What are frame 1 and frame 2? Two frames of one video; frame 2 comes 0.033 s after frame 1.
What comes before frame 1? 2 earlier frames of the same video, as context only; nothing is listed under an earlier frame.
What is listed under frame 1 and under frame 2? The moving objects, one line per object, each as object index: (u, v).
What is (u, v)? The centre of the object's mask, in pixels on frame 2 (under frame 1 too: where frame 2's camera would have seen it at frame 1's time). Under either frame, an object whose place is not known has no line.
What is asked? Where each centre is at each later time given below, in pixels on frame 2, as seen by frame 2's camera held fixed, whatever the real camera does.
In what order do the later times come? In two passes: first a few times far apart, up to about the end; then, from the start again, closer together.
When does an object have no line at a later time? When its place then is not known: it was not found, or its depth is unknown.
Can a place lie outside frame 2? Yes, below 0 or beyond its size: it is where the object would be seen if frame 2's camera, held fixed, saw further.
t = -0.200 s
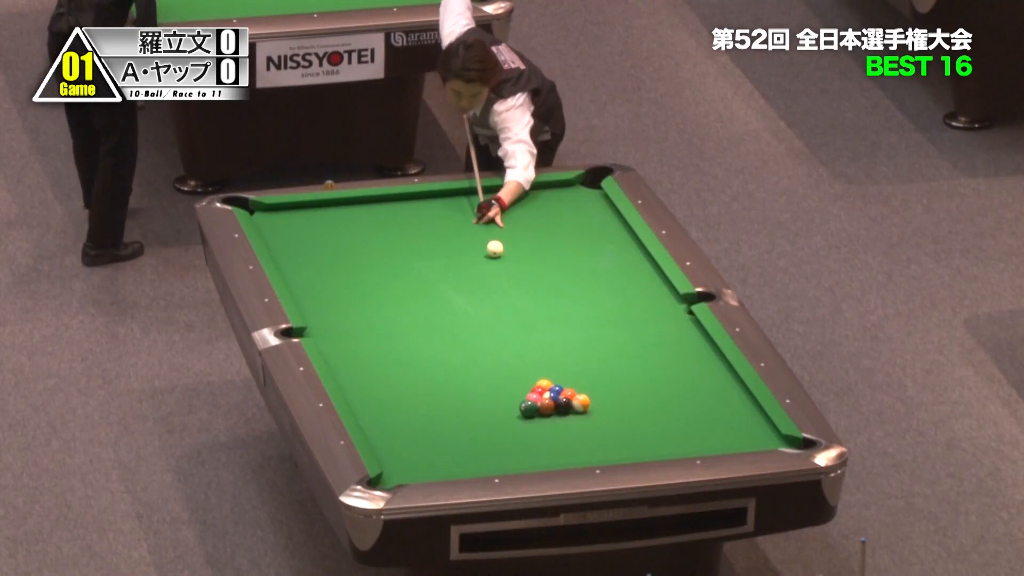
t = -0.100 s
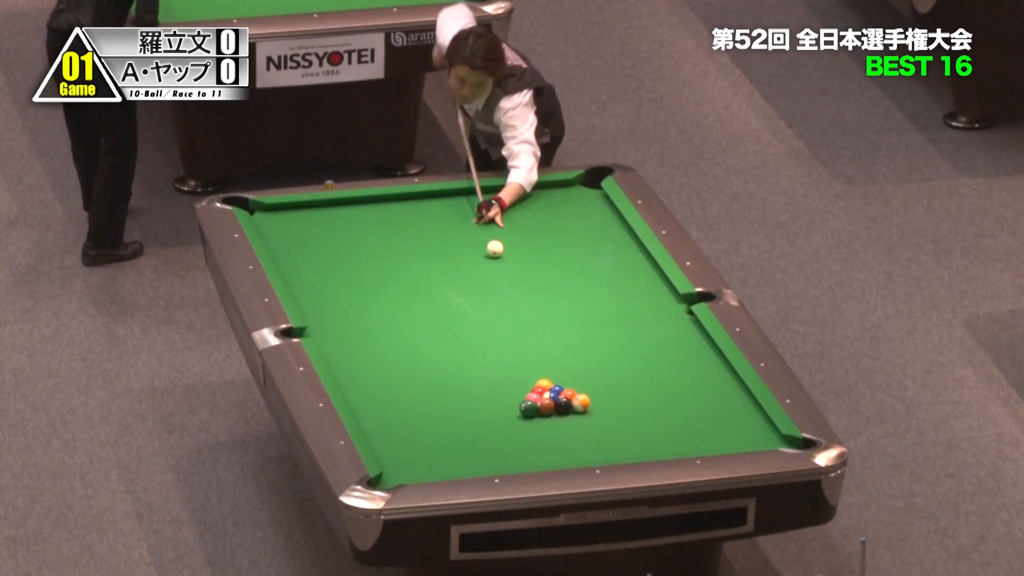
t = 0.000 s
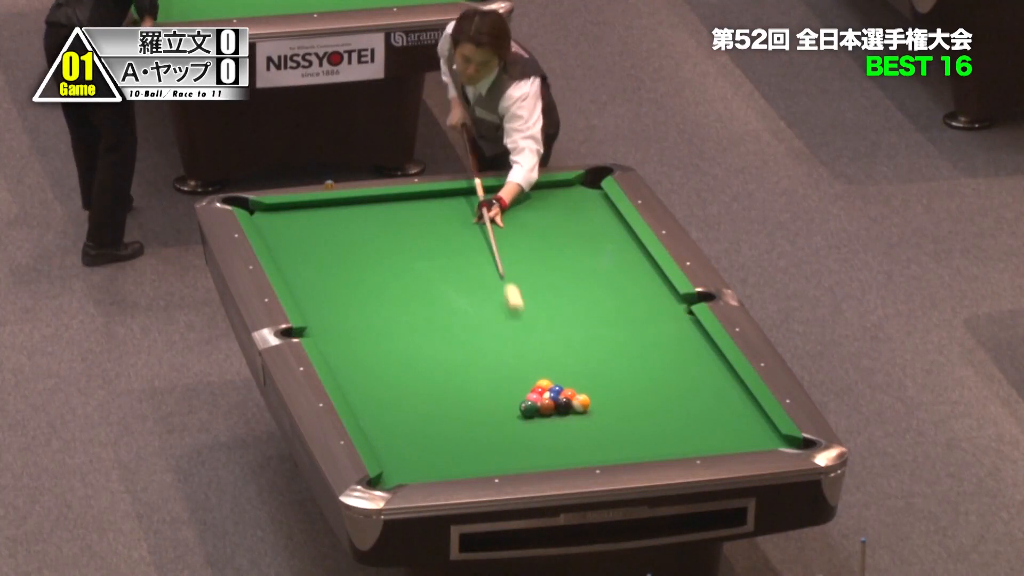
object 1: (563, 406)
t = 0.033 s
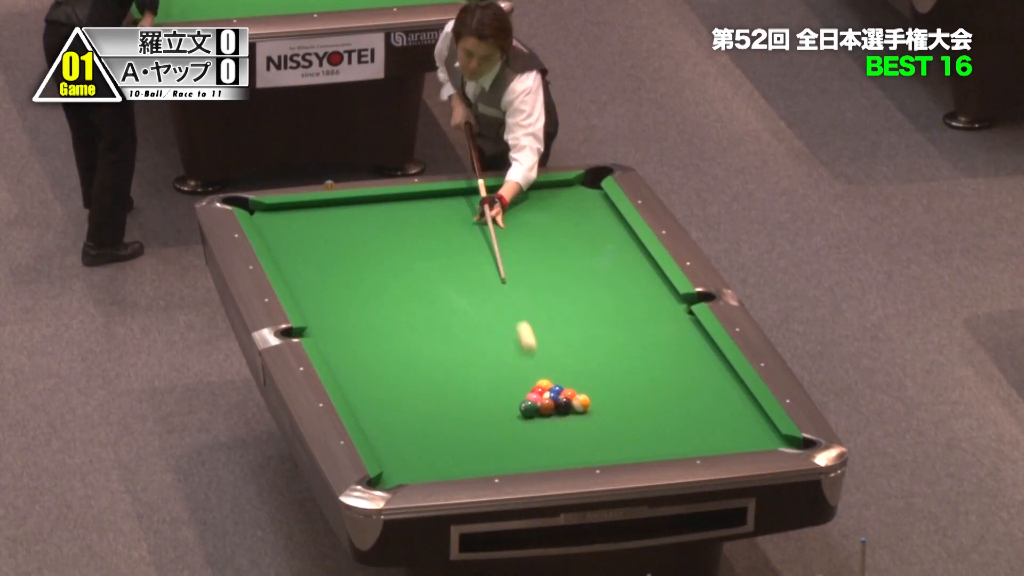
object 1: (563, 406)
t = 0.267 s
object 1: (623, 450)
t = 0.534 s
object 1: (627, 426)
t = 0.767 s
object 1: (624, 400)
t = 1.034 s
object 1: (621, 371)
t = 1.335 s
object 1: (618, 340)
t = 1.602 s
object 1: (615, 315)
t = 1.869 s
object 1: (613, 291)
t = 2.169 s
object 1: (611, 265)
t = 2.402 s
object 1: (609, 246)
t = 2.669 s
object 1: (607, 225)
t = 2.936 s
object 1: (605, 205)
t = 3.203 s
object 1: (588, 190)
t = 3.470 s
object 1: (590, 182)
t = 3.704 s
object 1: (593, 183)
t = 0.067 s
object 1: (563, 406)
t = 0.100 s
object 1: (572, 413)
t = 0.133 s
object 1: (583, 421)
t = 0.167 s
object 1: (594, 429)
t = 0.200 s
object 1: (604, 437)
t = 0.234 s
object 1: (614, 444)
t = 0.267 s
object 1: (623, 450)
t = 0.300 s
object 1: (631, 453)
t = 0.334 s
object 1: (630, 450)
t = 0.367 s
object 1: (629, 447)
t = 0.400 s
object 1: (628, 442)
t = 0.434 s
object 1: (628, 438)
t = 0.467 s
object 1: (627, 434)
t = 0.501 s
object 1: (627, 430)
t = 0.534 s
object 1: (627, 426)
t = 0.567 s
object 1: (626, 422)
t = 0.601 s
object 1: (626, 418)
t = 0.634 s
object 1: (625, 415)
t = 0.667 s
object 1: (625, 411)
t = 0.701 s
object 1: (625, 407)
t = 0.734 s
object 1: (624, 403)
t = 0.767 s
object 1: (624, 400)
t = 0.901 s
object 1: (622, 385)
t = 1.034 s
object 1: (621, 371)
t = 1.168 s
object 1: (619, 357)
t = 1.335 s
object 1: (618, 340)
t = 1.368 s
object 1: (617, 337)
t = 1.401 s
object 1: (617, 334)
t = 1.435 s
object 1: (617, 331)
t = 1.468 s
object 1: (616, 328)
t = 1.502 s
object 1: (616, 325)
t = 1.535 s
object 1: (616, 321)
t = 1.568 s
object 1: (616, 318)
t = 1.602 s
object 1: (615, 315)
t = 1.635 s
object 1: (615, 312)
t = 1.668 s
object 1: (615, 309)
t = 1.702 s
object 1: (614, 306)
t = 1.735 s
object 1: (614, 303)
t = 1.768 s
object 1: (614, 300)
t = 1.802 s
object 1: (613, 297)
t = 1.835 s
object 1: (613, 294)
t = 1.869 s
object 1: (613, 291)
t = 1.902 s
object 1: (613, 288)
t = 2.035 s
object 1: (612, 276)
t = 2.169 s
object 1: (611, 265)
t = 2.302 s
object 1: (609, 254)
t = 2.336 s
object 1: (609, 251)
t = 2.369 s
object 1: (609, 248)
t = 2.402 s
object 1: (609, 246)
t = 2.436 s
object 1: (608, 243)
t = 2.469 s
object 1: (608, 241)
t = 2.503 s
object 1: (608, 238)
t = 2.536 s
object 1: (608, 235)
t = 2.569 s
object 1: (607, 233)
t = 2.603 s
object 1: (607, 230)
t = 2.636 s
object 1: (607, 228)
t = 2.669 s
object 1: (607, 225)
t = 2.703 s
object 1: (606, 223)
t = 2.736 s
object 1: (606, 220)
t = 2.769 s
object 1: (606, 218)
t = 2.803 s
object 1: (606, 215)
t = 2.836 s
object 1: (606, 213)
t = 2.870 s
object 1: (606, 209)
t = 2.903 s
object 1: (605, 208)
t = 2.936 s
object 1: (605, 205)
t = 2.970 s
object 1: (604, 203)
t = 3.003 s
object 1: (601, 201)
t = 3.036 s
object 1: (599, 199)
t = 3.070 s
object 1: (597, 197)
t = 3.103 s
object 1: (595, 195)
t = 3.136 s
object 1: (592, 193)
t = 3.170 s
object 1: (590, 192)
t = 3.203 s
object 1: (588, 190)
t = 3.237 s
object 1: (586, 188)
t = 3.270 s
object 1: (583, 186)
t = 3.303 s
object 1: (581, 185)
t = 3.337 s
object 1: (579, 183)
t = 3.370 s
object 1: (581, 182)
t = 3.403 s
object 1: (586, 183)
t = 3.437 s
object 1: (588, 182)
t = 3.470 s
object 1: (590, 182)
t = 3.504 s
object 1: (592, 182)
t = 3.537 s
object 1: (593, 181)
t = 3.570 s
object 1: (594, 181)
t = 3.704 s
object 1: (593, 183)
